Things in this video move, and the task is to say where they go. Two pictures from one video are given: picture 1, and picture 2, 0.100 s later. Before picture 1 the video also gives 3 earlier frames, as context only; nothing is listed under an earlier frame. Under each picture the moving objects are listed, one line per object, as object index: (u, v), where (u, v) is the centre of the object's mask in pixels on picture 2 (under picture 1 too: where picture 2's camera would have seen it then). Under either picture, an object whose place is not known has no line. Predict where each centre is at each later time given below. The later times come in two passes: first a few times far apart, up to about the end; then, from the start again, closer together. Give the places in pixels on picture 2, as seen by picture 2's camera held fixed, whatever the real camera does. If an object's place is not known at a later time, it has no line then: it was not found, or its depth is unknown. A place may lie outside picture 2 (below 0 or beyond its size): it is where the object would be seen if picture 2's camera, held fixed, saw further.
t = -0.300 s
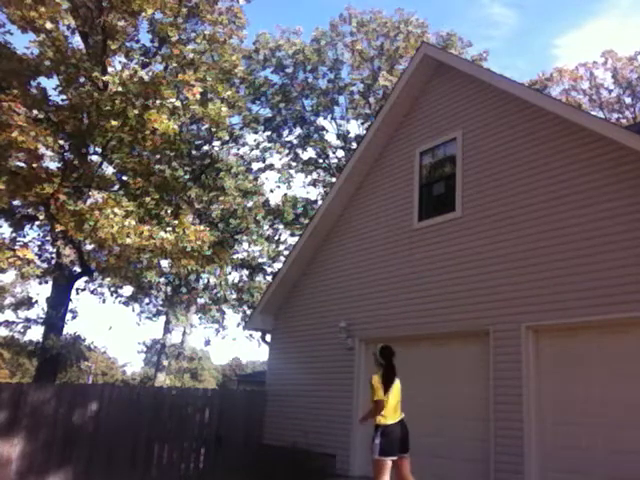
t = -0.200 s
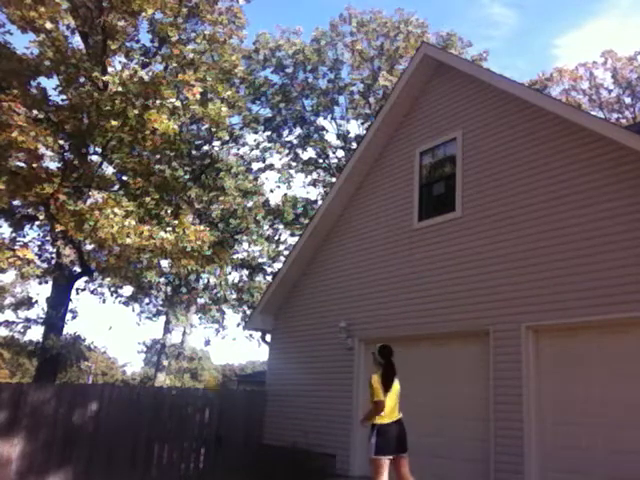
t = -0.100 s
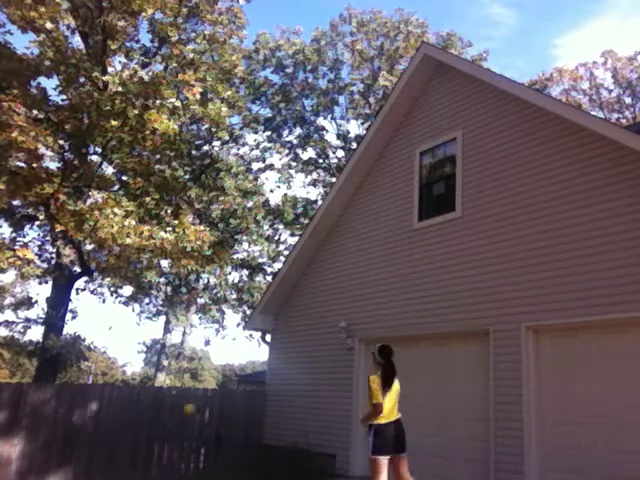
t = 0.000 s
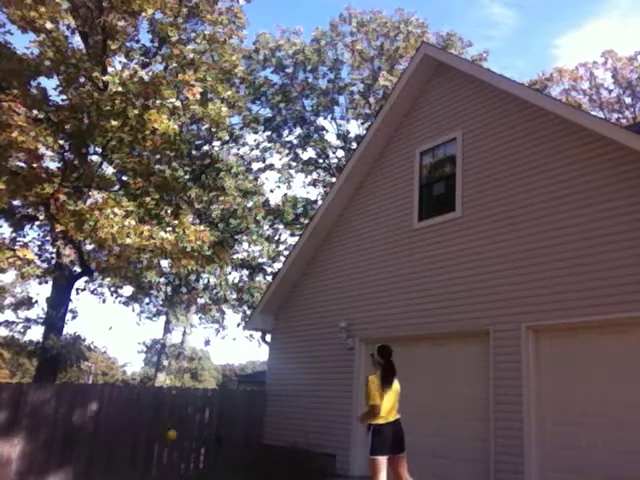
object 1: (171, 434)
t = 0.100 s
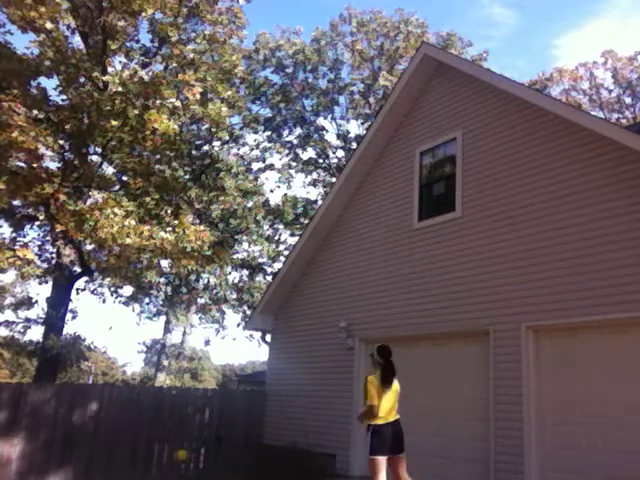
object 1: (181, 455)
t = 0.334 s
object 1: (203, 466)
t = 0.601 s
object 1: (226, 434)
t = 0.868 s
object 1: (247, 456)
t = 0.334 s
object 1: (203, 466)
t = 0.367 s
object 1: (206, 459)
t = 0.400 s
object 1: (208, 455)
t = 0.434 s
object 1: (212, 448)
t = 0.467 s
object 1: (214, 444)
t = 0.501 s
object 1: (217, 440)
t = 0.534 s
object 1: (220, 438)
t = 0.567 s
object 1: (223, 436)
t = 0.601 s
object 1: (226, 434)
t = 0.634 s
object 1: (228, 434)
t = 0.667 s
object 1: (231, 434)
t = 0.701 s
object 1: (234, 436)
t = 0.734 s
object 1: (236, 438)
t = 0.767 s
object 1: (239, 440)
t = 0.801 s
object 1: (241, 444)
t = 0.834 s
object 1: (244, 449)
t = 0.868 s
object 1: (247, 456)
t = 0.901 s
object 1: (249, 463)
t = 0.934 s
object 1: (251, 471)
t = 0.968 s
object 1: (254, 476)
